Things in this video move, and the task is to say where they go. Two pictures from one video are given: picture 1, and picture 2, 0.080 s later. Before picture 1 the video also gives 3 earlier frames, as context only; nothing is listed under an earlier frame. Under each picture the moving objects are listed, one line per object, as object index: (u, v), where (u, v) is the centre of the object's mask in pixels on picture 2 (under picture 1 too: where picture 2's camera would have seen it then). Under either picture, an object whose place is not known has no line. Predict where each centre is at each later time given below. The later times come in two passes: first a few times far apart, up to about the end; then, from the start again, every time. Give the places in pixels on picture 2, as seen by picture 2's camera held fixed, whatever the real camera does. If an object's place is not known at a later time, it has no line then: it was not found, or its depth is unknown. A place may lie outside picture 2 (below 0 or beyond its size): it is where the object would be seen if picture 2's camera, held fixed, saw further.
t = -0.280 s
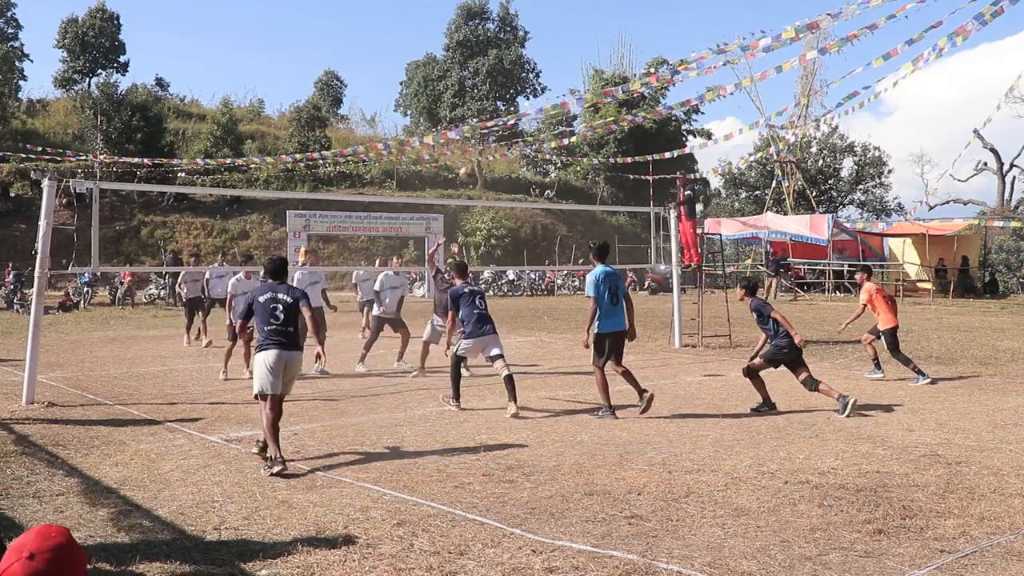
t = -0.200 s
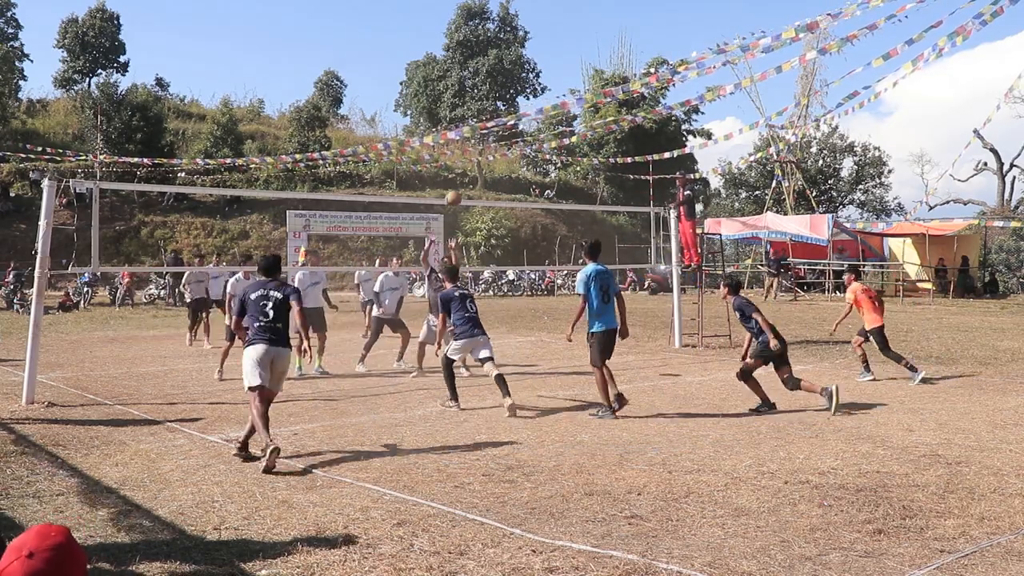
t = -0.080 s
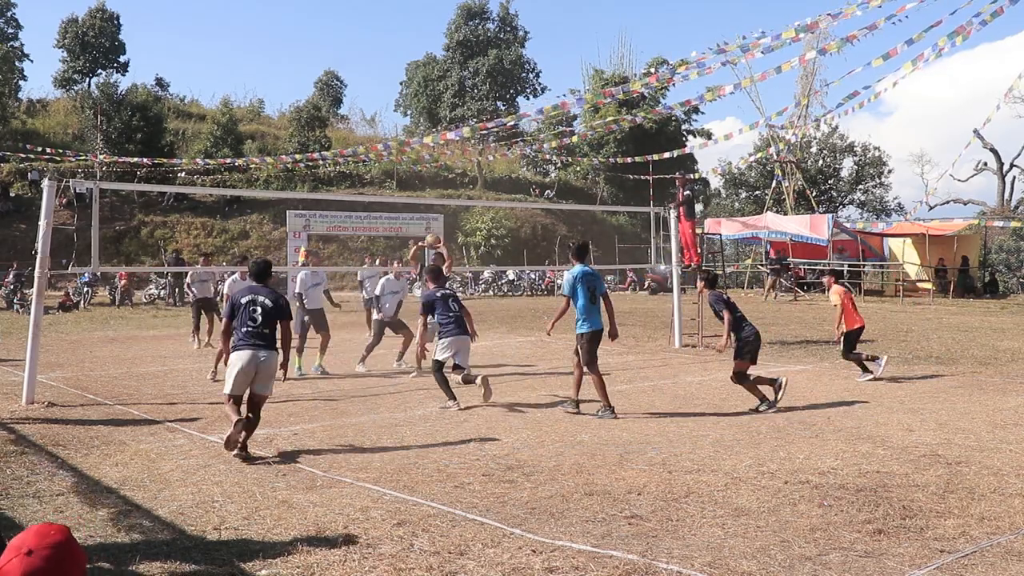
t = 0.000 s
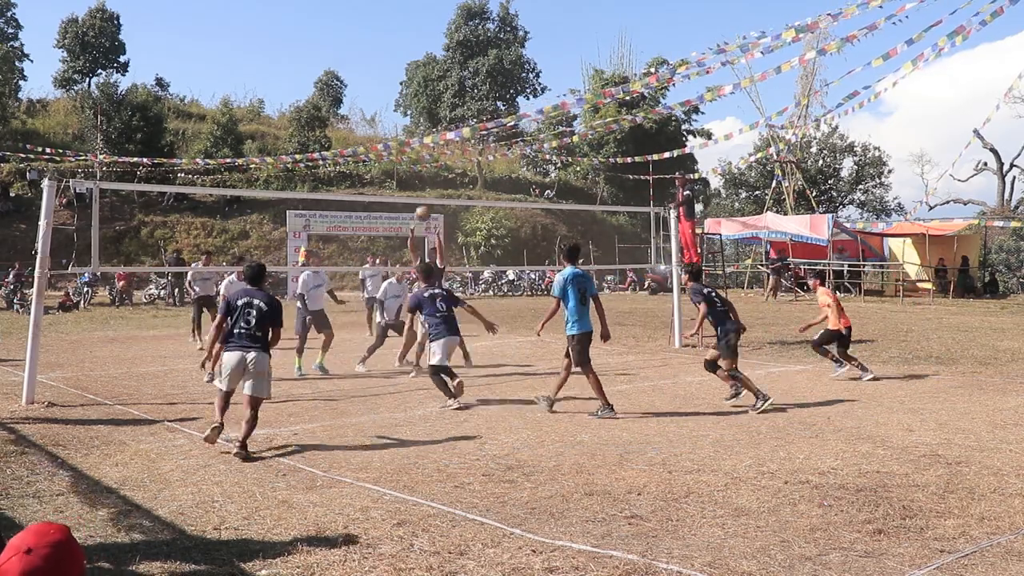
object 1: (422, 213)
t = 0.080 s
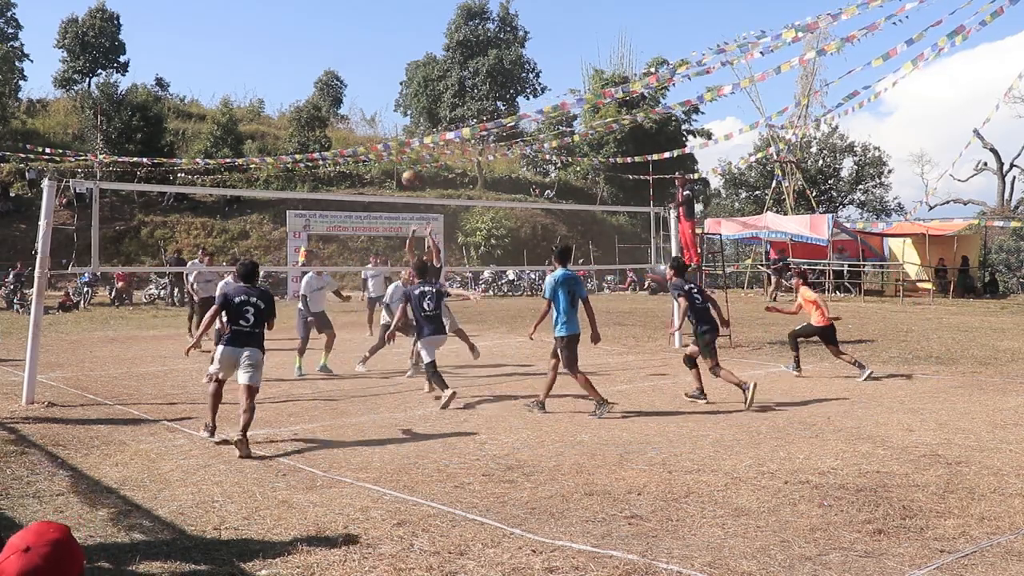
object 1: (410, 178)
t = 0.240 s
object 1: (383, 120)
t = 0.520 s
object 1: (338, 63)
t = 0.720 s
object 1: (304, 59)
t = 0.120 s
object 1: (403, 161)
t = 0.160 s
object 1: (397, 146)
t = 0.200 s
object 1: (391, 132)
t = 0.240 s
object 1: (383, 120)
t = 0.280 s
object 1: (377, 108)
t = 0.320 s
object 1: (370, 97)
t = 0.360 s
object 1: (364, 88)
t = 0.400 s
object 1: (357, 80)
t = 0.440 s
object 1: (351, 73)
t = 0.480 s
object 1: (344, 67)
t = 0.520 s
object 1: (338, 63)
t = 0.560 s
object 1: (331, 60)
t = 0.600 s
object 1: (324, 58)
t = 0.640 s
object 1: (318, 57)
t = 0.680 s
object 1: (311, 58)
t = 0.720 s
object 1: (304, 59)
